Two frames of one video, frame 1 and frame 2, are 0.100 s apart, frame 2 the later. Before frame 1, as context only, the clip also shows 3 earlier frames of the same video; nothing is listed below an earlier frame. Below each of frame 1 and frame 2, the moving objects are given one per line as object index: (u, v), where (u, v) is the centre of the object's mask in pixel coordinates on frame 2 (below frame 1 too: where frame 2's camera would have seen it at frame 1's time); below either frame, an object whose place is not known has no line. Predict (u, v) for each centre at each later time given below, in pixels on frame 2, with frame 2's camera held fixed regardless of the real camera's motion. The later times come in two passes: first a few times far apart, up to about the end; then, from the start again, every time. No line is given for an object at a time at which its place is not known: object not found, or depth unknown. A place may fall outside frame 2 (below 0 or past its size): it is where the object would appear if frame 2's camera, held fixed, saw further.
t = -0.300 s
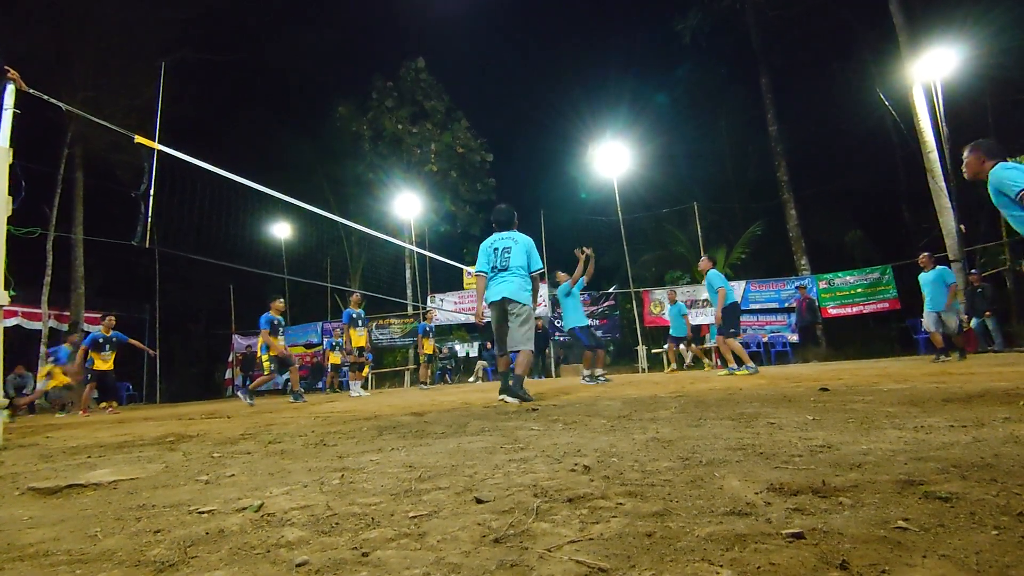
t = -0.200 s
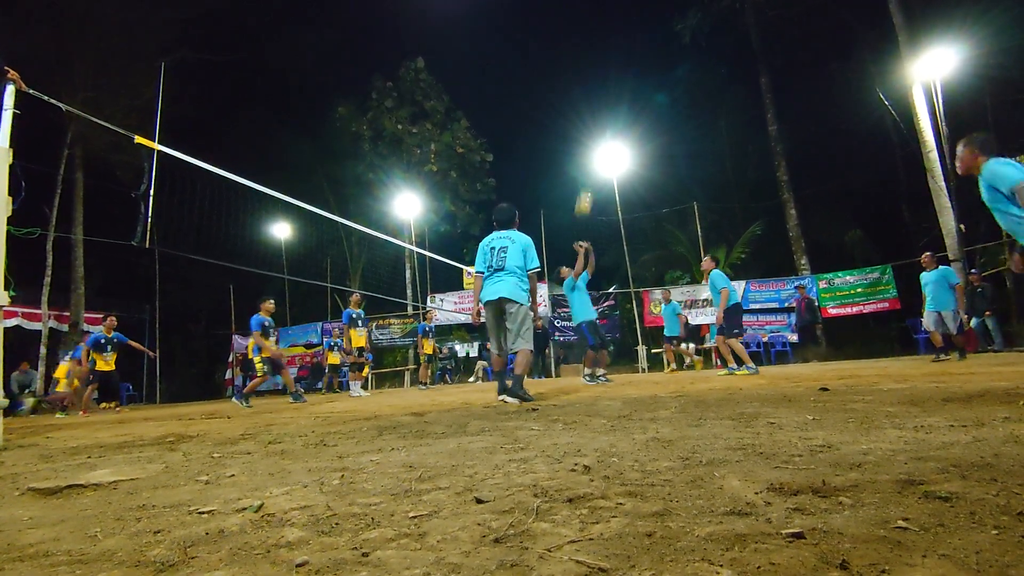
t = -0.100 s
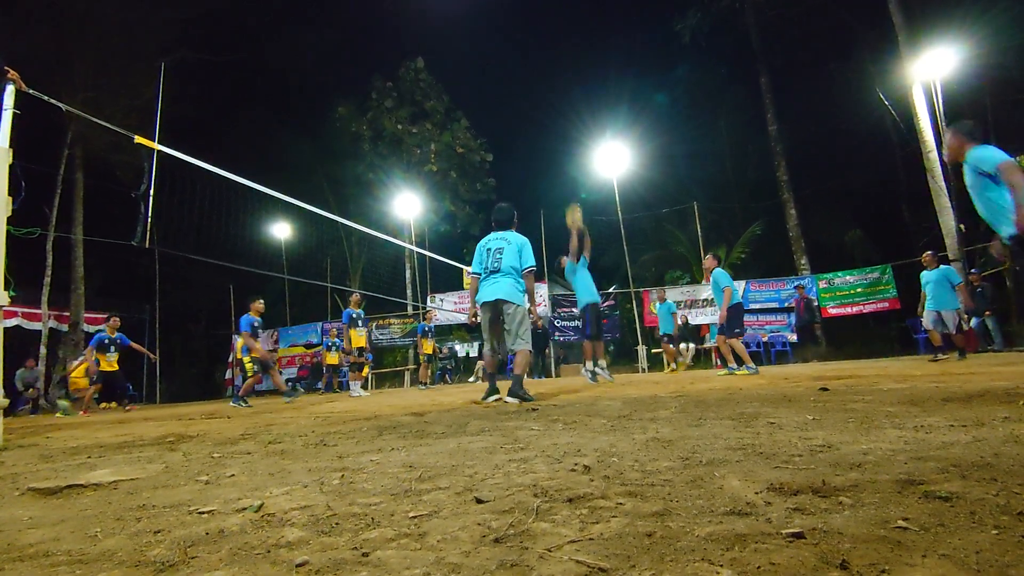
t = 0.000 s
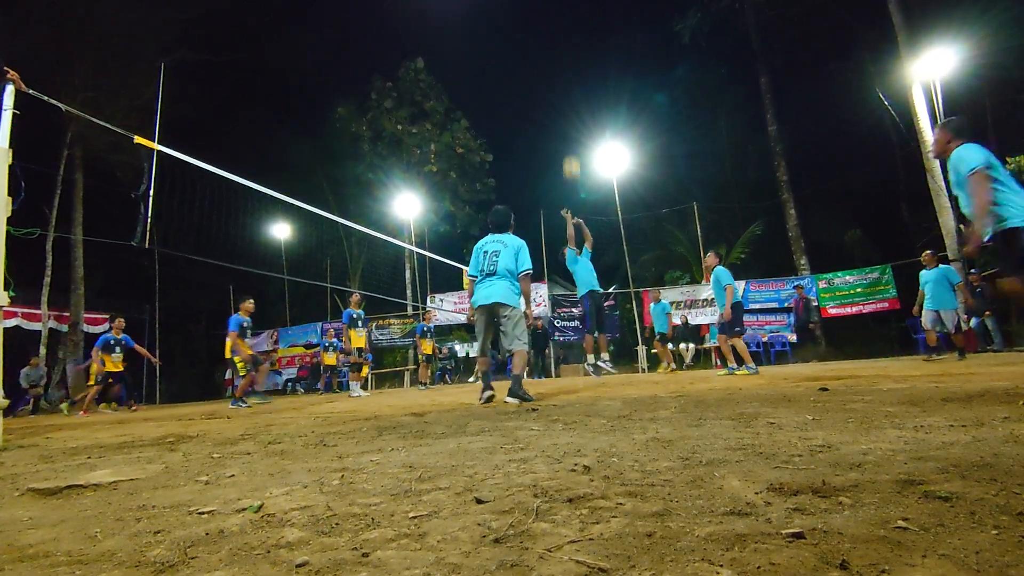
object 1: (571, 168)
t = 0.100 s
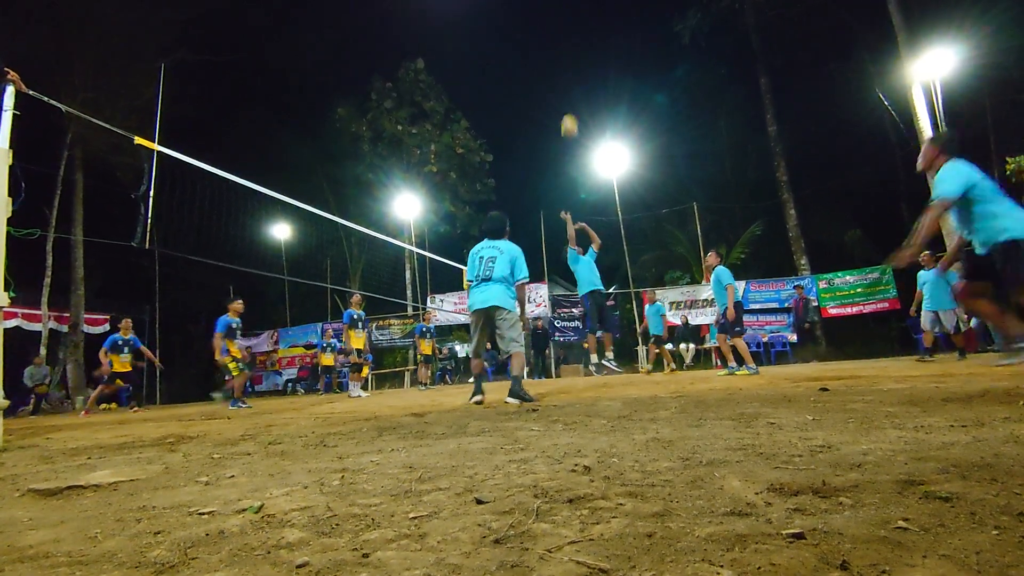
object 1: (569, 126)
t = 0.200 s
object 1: (568, 91)
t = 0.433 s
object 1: (567, 36)
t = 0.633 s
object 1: (570, 16)
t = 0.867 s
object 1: (577, 31)
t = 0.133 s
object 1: (569, 114)
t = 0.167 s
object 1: (568, 103)
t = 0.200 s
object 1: (568, 91)
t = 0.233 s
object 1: (567, 81)
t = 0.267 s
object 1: (567, 72)
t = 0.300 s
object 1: (567, 64)
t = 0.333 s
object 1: (567, 56)
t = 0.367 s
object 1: (567, 48)
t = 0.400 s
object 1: (567, 42)
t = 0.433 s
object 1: (567, 36)
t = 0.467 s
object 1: (568, 30)
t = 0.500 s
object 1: (568, 26)
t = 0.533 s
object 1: (568, 22)
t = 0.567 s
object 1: (569, 20)
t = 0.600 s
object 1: (569, 18)
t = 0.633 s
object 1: (570, 16)
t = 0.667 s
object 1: (571, 16)
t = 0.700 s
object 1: (571, 16)
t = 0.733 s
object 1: (572, 18)
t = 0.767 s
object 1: (573, 20)
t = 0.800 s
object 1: (574, 22)
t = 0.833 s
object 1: (575, 26)
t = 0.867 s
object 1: (577, 31)
